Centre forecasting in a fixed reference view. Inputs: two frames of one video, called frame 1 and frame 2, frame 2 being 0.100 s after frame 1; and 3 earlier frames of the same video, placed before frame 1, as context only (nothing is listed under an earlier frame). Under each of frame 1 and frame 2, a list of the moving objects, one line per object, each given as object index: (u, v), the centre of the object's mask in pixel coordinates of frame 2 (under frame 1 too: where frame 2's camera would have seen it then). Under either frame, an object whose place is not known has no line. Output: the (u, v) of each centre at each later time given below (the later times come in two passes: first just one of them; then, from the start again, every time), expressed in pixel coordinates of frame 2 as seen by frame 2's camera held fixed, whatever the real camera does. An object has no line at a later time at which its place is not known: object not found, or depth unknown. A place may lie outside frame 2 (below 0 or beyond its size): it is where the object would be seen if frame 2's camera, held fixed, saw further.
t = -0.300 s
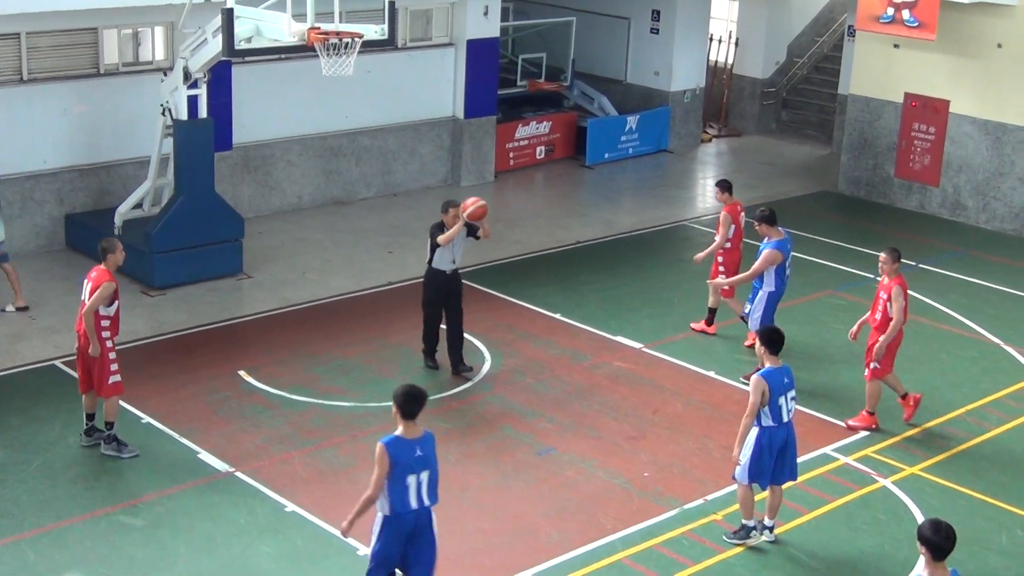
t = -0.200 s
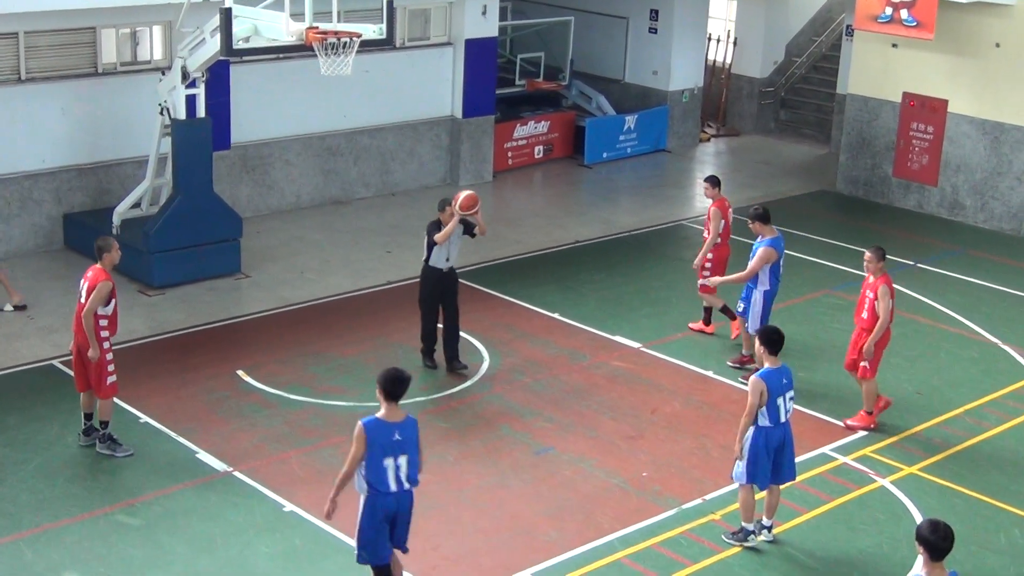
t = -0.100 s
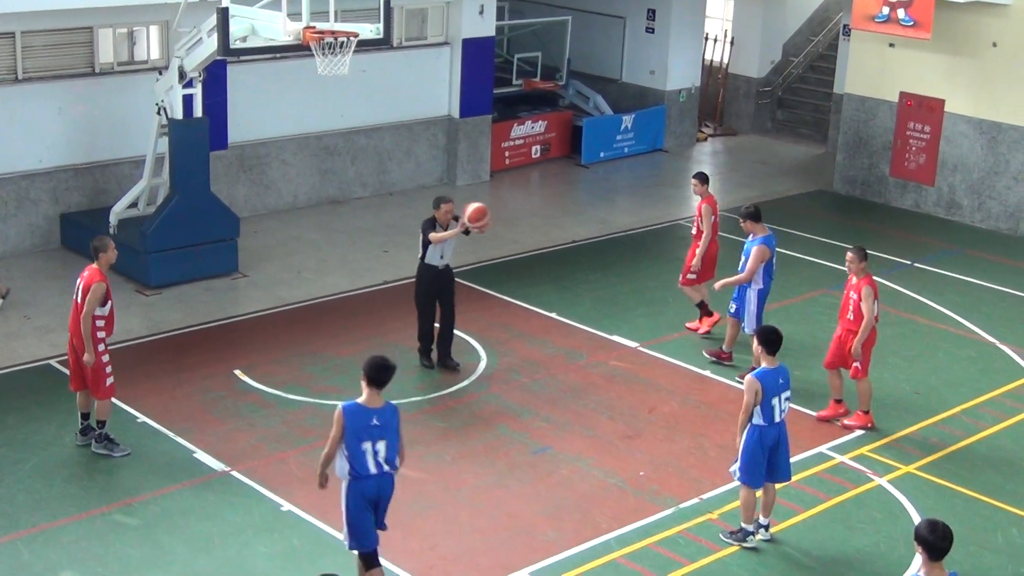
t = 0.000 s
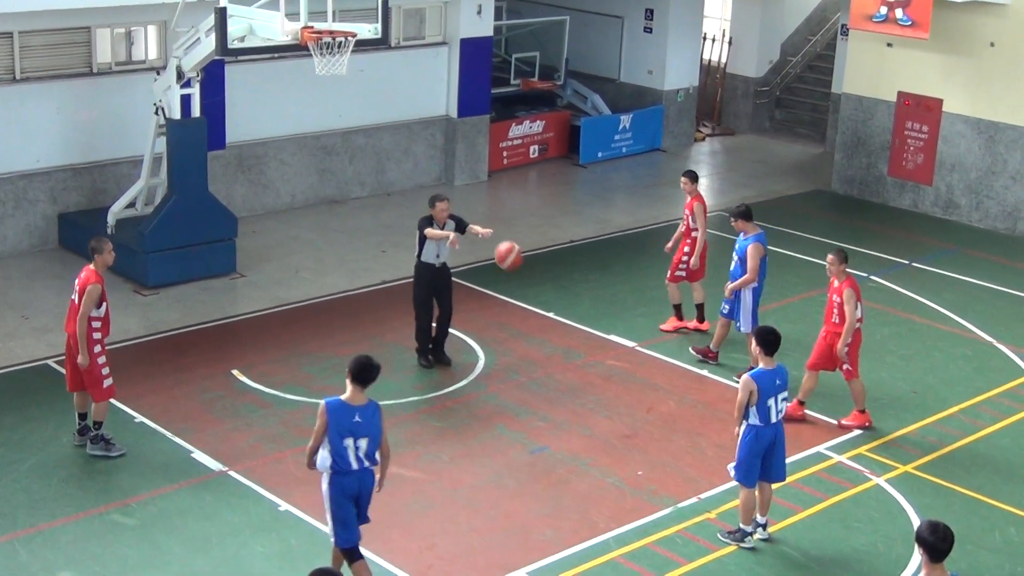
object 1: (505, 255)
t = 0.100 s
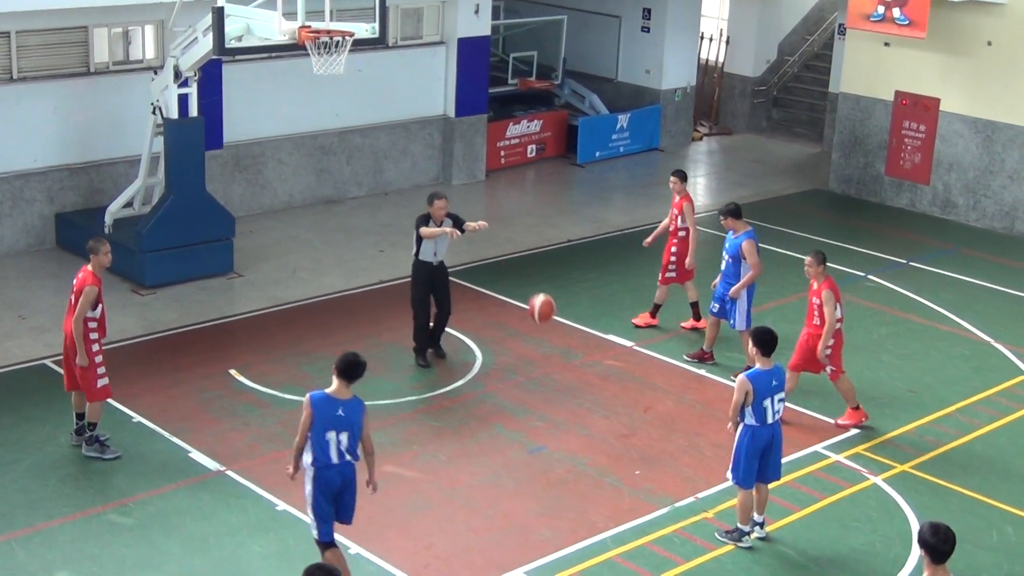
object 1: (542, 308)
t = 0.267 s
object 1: (602, 427)
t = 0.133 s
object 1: (553, 328)
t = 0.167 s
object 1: (566, 351)
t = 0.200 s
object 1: (577, 375)
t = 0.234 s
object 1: (590, 400)
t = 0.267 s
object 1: (602, 427)
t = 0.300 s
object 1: (614, 456)
